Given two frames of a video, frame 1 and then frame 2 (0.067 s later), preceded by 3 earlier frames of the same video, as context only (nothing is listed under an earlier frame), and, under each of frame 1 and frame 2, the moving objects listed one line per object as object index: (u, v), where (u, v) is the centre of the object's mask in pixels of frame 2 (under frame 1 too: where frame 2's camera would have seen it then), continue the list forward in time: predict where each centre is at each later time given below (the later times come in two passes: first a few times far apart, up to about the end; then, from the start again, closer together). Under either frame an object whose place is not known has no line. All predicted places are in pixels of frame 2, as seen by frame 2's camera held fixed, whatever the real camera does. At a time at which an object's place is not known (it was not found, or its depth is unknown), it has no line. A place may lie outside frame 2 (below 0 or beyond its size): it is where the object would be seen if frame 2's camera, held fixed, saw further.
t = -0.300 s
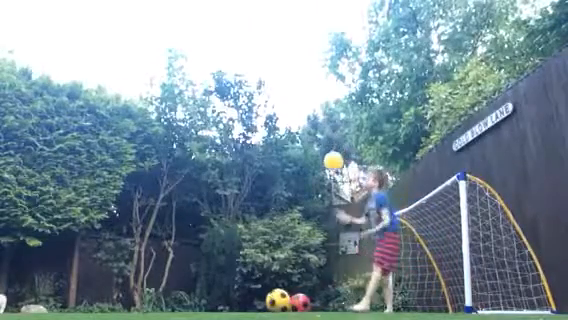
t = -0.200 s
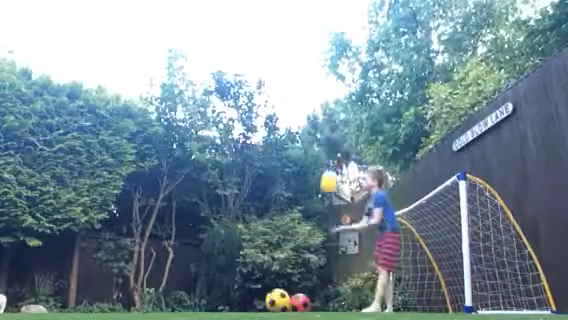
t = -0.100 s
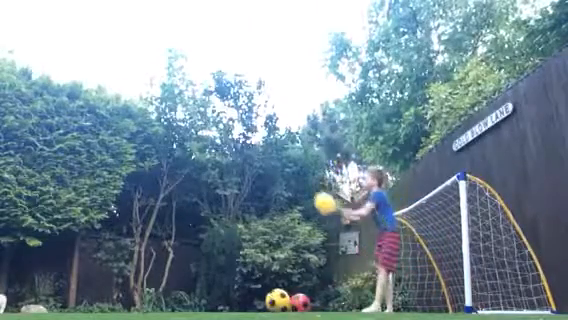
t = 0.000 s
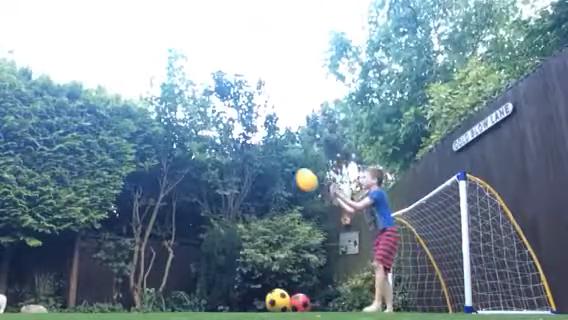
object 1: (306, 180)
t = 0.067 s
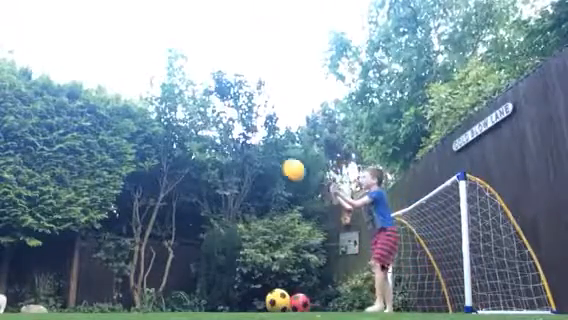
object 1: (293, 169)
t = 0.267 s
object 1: (257, 166)
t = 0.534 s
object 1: (202, 231)
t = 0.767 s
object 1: (155, 278)
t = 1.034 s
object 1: (100, 262)
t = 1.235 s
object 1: (47, 301)
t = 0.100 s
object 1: (288, 166)
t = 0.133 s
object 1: (281, 164)
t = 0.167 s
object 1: (275, 163)
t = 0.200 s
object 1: (269, 163)
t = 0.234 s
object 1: (264, 164)
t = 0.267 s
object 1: (257, 166)
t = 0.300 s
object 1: (251, 169)
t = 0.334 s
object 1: (244, 174)
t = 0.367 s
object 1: (238, 180)
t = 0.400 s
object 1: (231, 187)
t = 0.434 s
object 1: (224, 195)
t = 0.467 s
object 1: (217, 206)
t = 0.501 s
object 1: (210, 217)
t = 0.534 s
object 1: (202, 231)
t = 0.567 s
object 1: (195, 246)
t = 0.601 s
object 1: (188, 262)
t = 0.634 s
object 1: (180, 281)
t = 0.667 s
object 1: (174, 298)
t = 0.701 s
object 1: (167, 297)
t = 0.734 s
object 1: (161, 288)
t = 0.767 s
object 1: (155, 278)
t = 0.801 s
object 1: (148, 270)
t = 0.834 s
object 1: (142, 264)
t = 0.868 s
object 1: (135, 260)
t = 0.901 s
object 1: (128, 257)
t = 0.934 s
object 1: (121, 257)
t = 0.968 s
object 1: (114, 257)
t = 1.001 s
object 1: (107, 259)
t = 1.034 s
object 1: (100, 262)
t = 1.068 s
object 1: (91, 267)
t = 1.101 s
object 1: (82, 274)
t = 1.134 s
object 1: (74, 282)
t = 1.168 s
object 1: (64, 293)
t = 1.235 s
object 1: (47, 301)
